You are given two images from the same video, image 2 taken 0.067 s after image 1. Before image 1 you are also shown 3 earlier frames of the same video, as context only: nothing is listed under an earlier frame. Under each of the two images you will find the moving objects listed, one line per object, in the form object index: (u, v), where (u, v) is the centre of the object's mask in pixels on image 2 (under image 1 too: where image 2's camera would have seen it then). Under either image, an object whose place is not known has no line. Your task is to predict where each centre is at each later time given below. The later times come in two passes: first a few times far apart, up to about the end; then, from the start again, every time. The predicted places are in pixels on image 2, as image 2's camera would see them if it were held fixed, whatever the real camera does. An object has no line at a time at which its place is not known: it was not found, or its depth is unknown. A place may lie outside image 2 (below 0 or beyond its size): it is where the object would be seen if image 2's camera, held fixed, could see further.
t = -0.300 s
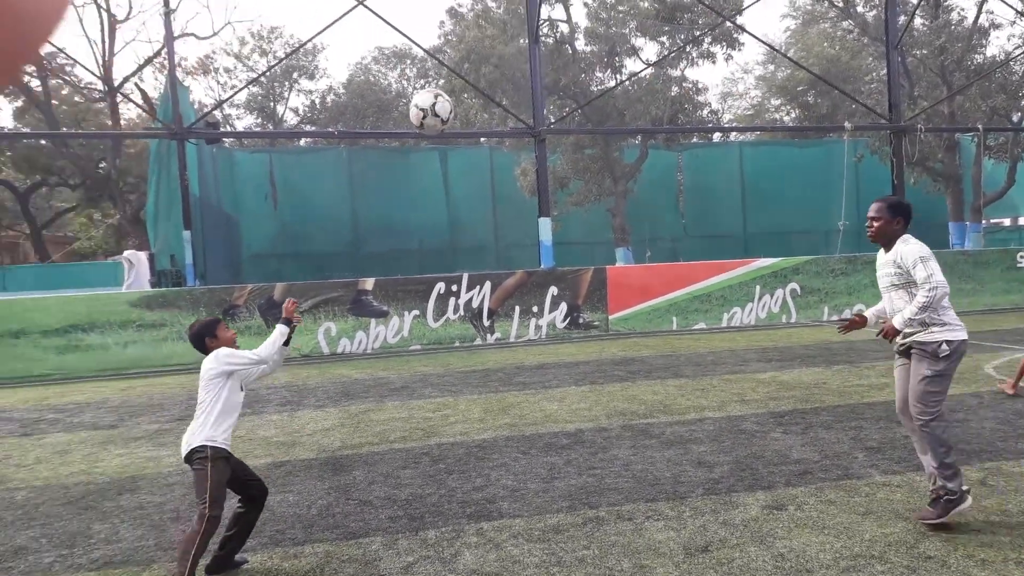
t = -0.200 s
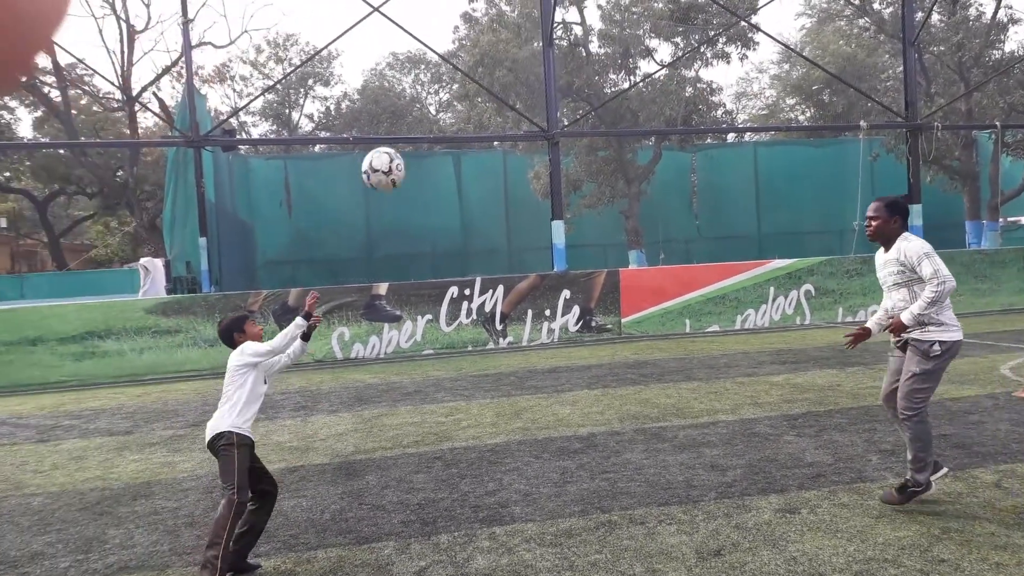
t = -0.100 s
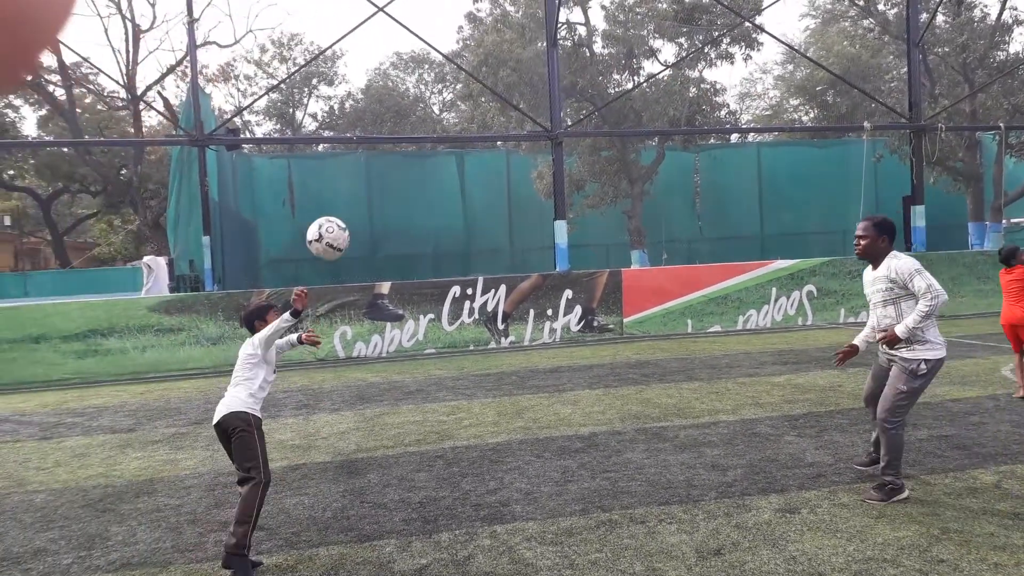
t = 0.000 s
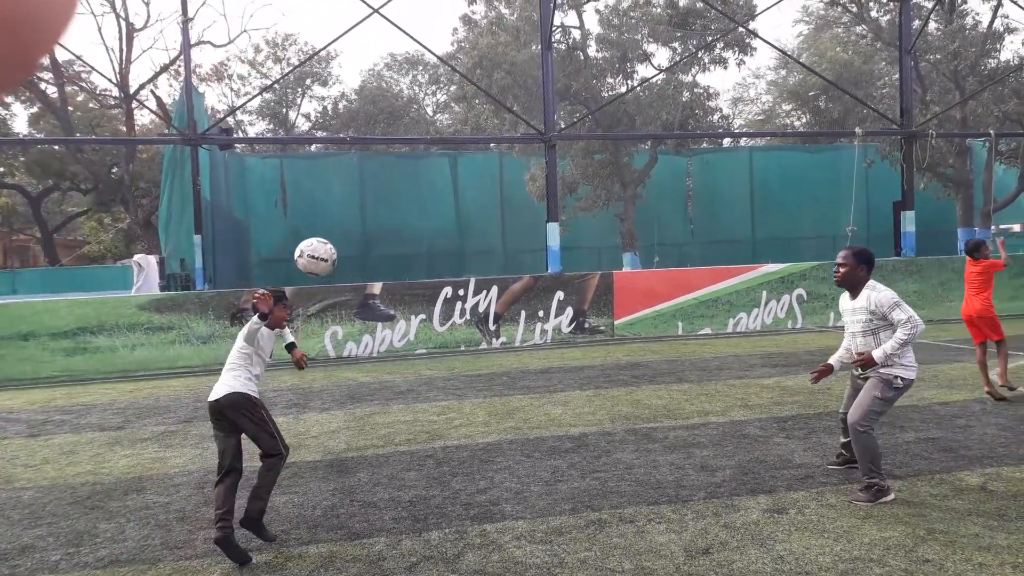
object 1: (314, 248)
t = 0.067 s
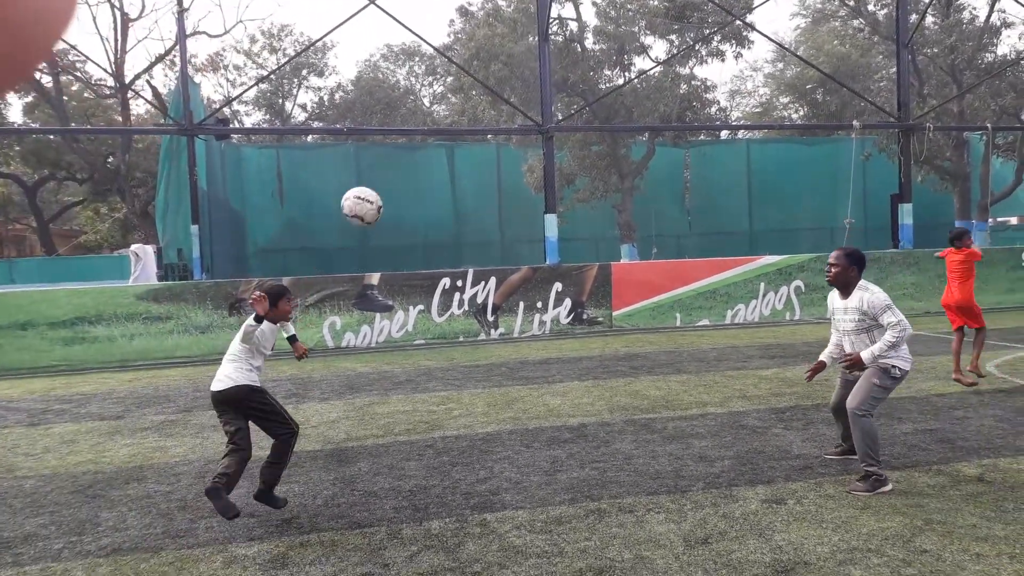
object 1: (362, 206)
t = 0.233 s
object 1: (479, 136)
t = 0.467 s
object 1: (625, 116)
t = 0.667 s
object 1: (749, 169)
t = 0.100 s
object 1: (386, 188)
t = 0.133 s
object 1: (409, 171)
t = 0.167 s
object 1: (434, 157)
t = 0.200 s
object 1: (457, 145)
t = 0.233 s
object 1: (479, 136)
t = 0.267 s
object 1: (501, 127)
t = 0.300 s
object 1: (522, 120)
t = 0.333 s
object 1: (544, 117)
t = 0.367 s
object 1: (565, 114)
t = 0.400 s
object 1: (585, 112)
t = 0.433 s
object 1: (605, 113)
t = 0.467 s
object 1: (625, 116)
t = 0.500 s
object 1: (646, 120)
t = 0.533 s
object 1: (668, 126)
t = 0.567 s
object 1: (689, 134)
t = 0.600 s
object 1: (709, 143)
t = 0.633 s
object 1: (729, 154)
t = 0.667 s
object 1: (749, 169)
